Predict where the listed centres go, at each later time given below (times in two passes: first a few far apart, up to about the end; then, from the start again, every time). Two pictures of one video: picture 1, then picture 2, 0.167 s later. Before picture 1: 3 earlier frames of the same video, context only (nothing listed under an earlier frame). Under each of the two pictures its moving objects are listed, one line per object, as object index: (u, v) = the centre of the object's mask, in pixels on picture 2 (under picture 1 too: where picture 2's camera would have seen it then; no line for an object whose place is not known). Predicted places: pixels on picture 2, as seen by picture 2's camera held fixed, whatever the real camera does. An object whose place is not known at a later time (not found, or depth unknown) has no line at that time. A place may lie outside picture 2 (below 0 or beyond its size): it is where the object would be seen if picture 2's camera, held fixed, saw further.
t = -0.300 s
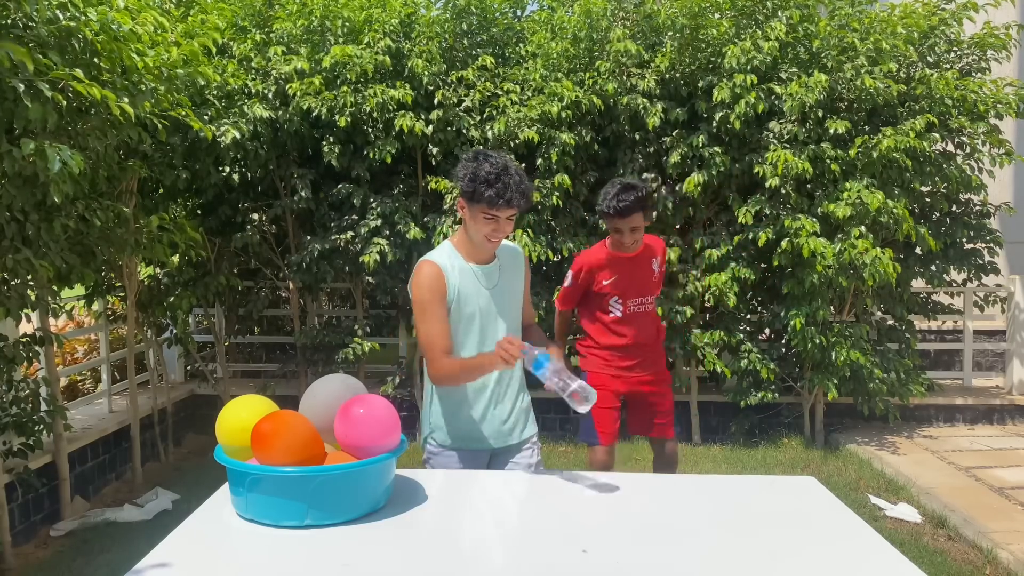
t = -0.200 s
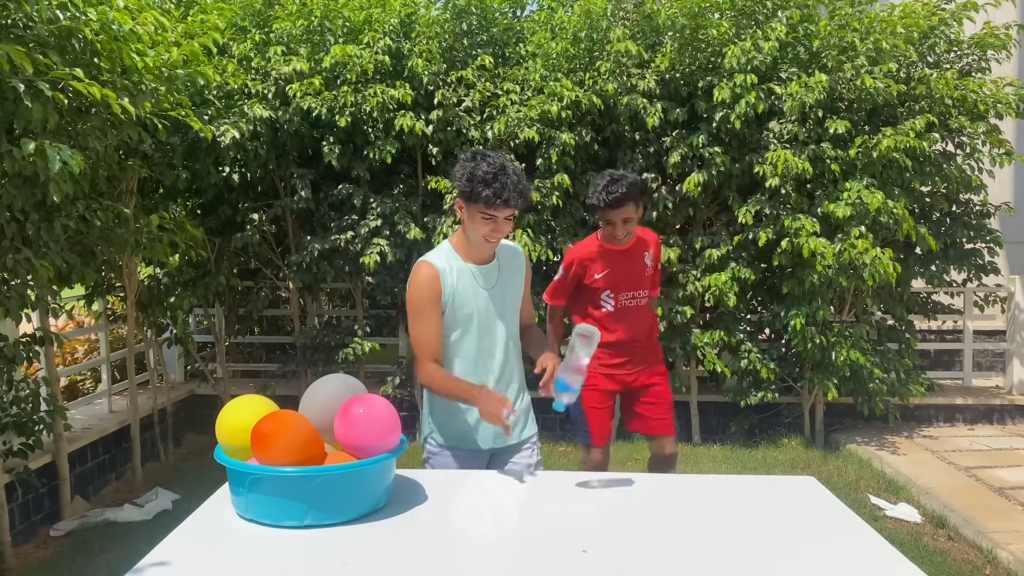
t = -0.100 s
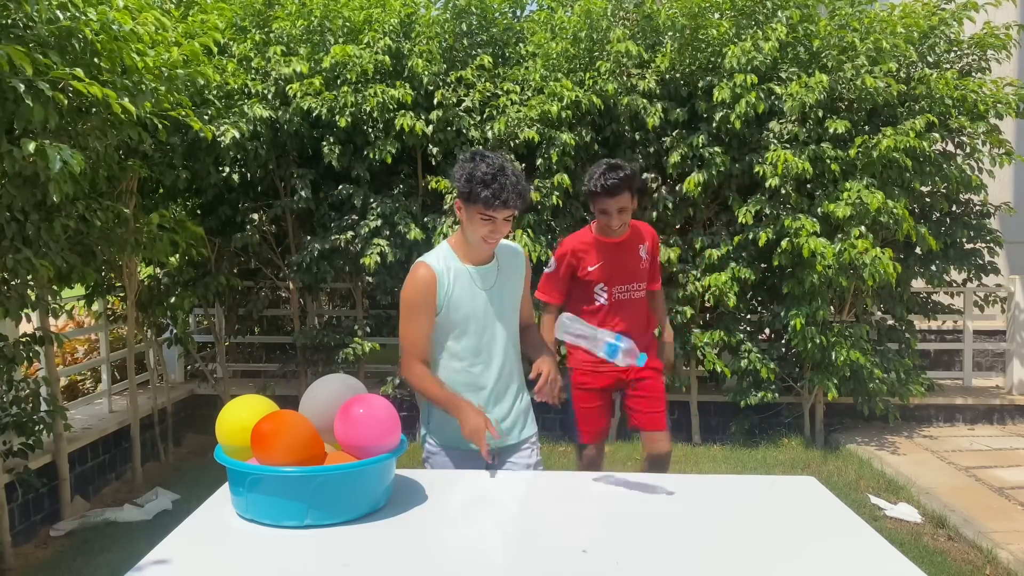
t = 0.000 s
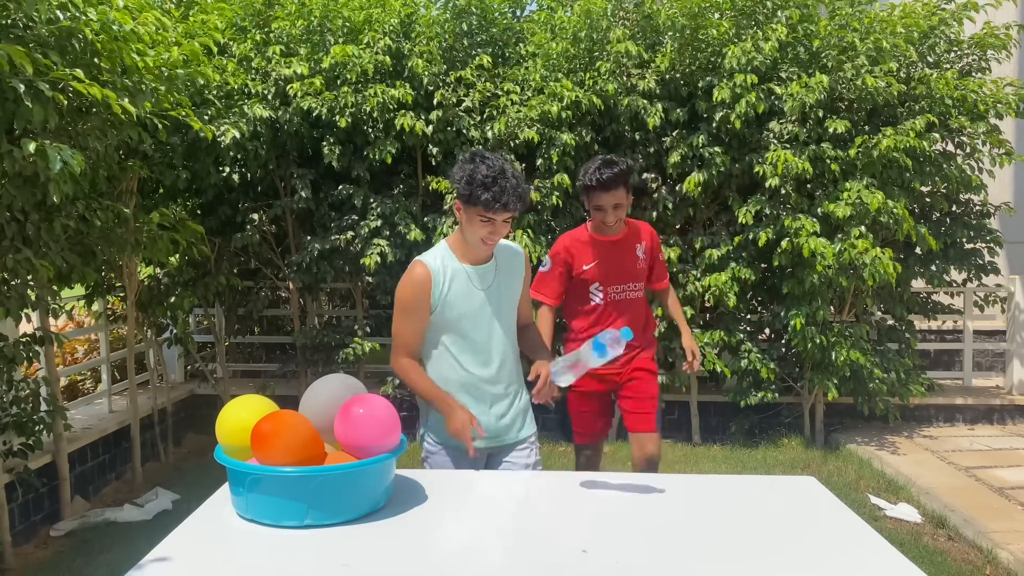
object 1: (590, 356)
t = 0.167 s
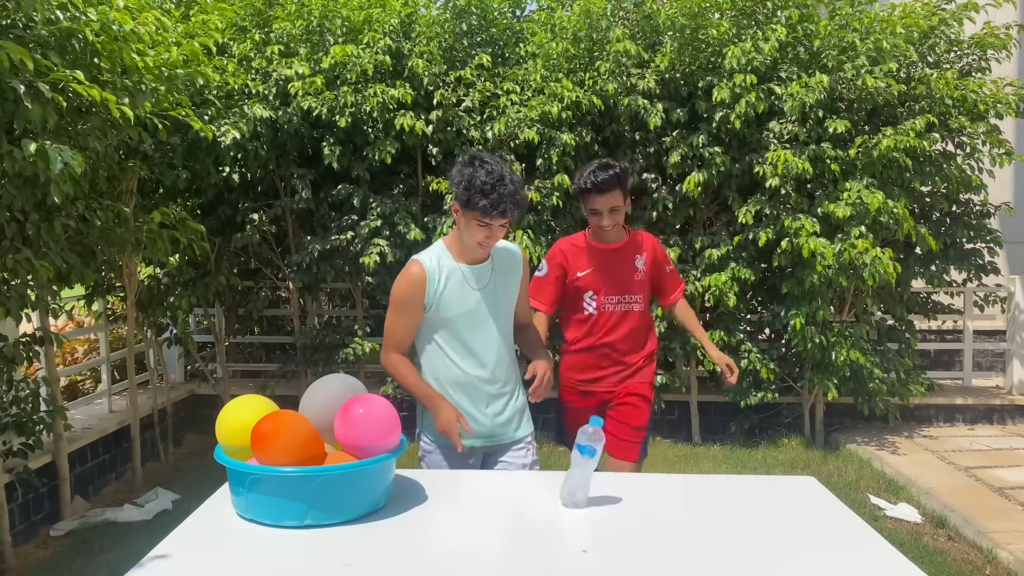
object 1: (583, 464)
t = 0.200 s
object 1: (581, 463)
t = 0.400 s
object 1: (576, 460)
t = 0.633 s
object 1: (576, 461)
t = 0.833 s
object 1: (576, 461)
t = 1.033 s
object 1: (576, 461)
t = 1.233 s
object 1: (576, 461)
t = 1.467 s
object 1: (576, 462)
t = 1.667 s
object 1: (576, 461)
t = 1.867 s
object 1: (577, 461)
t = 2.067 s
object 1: (576, 461)
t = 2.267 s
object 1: (576, 461)
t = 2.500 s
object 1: (577, 462)
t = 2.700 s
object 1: (577, 462)
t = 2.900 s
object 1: (577, 462)
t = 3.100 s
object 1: (577, 462)
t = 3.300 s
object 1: (577, 461)
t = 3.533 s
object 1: (577, 461)
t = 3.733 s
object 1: (577, 461)
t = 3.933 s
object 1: (577, 461)
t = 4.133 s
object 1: (577, 461)
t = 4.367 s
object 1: (577, 462)
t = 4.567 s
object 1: (577, 461)
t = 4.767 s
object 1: (577, 462)
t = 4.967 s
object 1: (576, 461)
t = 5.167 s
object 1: (577, 462)
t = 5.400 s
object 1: (576, 461)
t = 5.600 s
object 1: (576, 462)
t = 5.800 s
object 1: (576, 461)
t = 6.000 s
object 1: (576, 461)
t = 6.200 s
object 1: (576, 461)
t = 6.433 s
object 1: (576, 461)
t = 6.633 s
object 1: (577, 462)
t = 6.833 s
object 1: (577, 462)
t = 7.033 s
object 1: (577, 462)
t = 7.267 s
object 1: (576, 461)
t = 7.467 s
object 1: (576, 461)
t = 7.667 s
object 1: (576, 461)
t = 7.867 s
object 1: (576, 461)
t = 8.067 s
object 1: (576, 461)
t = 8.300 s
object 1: (576, 461)
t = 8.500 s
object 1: (577, 461)
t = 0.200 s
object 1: (581, 463)
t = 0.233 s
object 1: (578, 462)
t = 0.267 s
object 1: (576, 461)
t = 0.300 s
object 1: (574, 461)
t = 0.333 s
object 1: (573, 460)
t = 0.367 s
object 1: (573, 460)
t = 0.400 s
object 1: (576, 460)
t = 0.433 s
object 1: (576, 461)
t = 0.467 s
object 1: (575, 461)
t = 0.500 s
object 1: (576, 461)
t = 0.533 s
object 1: (576, 461)
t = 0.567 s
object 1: (576, 461)
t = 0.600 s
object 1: (576, 461)
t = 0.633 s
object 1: (576, 461)
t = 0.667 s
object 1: (576, 461)
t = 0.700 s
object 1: (576, 461)
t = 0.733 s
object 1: (576, 461)
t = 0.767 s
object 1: (576, 461)
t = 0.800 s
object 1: (576, 461)
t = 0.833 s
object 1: (576, 461)
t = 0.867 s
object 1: (576, 461)
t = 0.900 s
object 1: (576, 461)
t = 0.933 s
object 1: (576, 461)
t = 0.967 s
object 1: (576, 461)
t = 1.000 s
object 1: (576, 461)
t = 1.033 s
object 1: (576, 461)
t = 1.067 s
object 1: (576, 461)
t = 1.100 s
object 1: (576, 461)
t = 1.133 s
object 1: (576, 461)
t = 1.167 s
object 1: (576, 461)
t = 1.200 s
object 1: (576, 461)
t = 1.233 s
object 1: (576, 461)
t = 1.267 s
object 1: (576, 461)
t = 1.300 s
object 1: (576, 461)
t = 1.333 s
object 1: (576, 461)
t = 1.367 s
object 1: (576, 461)
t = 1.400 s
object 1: (576, 462)
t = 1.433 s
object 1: (576, 461)
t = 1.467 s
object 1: (576, 462)
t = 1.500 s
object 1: (576, 462)
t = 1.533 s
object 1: (576, 462)
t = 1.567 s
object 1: (576, 461)
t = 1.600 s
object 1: (576, 461)
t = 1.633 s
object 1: (576, 461)
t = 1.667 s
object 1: (576, 461)
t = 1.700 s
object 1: (576, 461)
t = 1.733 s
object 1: (577, 461)
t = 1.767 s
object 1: (576, 461)
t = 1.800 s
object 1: (576, 461)
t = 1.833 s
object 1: (576, 461)
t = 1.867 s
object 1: (577, 461)
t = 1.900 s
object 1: (576, 461)
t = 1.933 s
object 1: (577, 461)
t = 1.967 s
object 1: (576, 462)
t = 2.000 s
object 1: (576, 462)
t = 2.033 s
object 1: (576, 461)
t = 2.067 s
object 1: (576, 461)
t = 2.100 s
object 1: (576, 461)
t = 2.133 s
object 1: (576, 461)
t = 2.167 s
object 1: (576, 461)
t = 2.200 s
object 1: (577, 461)
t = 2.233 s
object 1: (576, 461)
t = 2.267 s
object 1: (576, 461)
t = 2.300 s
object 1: (577, 461)
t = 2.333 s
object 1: (577, 461)
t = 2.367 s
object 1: (577, 461)
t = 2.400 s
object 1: (577, 462)
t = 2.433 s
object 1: (577, 461)
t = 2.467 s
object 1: (577, 462)
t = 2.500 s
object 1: (577, 462)
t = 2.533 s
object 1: (577, 462)
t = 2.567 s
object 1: (577, 462)
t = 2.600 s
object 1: (577, 462)
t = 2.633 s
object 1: (577, 462)
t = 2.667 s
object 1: (577, 462)
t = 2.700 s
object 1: (577, 462)
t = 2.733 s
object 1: (577, 462)
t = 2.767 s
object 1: (577, 462)
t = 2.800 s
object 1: (577, 462)
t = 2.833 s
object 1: (577, 462)
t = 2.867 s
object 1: (577, 462)
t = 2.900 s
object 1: (577, 462)
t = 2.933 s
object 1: (577, 462)
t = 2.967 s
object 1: (576, 462)
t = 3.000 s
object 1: (576, 462)
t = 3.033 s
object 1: (576, 462)
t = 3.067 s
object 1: (576, 462)
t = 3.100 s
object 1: (577, 462)
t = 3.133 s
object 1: (577, 462)
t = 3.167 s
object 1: (577, 462)
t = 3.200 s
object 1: (577, 461)
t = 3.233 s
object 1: (577, 461)
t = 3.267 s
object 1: (576, 461)
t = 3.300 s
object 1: (577, 461)
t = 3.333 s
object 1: (577, 461)
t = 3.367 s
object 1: (577, 461)
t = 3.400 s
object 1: (577, 461)
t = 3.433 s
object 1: (577, 461)
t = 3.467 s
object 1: (577, 461)
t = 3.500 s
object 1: (577, 461)
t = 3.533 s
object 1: (577, 461)
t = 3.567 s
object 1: (576, 461)
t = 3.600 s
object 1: (577, 461)
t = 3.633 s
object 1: (577, 461)
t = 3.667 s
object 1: (577, 461)
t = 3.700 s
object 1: (577, 461)
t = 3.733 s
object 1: (577, 461)
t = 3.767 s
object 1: (577, 461)
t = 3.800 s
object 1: (577, 461)
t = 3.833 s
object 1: (577, 462)
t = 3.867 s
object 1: (577, 462)
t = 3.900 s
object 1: (577, 462)
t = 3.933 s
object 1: (577, 461)
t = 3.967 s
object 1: (577, 461)
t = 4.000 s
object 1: (577, 461)
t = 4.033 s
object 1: (577, 461)
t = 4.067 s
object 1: (577, 461)
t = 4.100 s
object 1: (577, 461)
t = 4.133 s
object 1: (577, 461)
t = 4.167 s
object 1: (576, 461)
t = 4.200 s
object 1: (577, 462)
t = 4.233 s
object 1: (577, 462)
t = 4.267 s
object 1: (577, 462)
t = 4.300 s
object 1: (577, 461)
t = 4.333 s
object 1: (577, 462)
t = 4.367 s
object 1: (577, 462)
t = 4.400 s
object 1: (577, 462)
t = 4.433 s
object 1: (577, 462)
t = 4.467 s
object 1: (577, 461)
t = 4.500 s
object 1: (577, 461)
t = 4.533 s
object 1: (577, 461)
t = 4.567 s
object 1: (577, 461)
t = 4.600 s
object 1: (577, 461)
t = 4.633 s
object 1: (576, 461)
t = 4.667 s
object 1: (576, 462)
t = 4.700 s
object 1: (577, 462)
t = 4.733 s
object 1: (577, 462)
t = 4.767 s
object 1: (577, 462)
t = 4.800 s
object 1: (577, 462)
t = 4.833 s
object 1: (577, 462)
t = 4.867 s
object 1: (577, 462)
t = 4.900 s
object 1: (577, 462)
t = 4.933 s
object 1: (576, 462)
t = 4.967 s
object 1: (576, 461)
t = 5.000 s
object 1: (576, 461)
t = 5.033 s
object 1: (576, 461)
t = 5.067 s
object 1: (576, 461)
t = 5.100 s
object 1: (576, 461)
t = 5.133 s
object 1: (577, 462)
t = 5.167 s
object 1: (577, 462)
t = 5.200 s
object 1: (576, 462)
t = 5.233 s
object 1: (577, 462)
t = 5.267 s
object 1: (576, 462)
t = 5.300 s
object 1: (576, 461)
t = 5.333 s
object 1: (576, 461)
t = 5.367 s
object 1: (576, 461)
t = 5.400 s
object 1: (576, 461)
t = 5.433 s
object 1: (576, 462)
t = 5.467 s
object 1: (577, 461)
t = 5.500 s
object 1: (577, 461)
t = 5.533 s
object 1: (577, 461)
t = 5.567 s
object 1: (577, 461)
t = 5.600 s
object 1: (576, 462)
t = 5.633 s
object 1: (576, 461)
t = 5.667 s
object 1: (576, 461)
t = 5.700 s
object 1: (576, 461)
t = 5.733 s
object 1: (576, 461)
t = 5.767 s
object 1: (576, 461)
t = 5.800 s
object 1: (576, 461)
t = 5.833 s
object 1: (576, 461)
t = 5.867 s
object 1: (576, 461)
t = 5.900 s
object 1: (576, 461)
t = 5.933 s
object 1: (576, 461)
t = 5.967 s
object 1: (576, 461)
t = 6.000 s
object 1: (576, 461)
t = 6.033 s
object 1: (576, 461)
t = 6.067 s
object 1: (576, 461)
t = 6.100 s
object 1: (576, 461)
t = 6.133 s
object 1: (576, 461)
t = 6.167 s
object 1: (576, 461)
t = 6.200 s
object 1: (576, 461)
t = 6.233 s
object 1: (576, 461)
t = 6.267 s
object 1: (576, 461)
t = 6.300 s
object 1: (576, 461)
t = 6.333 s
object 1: (576, 461)
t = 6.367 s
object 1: (576, 461)
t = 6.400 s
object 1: (576, 461)
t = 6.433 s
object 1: (576, 461)
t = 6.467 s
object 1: (577, 461)
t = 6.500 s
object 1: (577, 461)
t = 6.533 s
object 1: (576, 461)
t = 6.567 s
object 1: (577, 462)
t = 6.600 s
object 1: (577, 462)
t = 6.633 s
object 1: (577, 462)
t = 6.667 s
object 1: (577, 462)
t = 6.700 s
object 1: (577, 462)
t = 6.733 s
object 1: (577, 462)
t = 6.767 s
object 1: (577, 462)
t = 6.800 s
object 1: (577, 462)
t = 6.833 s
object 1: (577, 462)
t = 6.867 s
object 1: (577, 462)
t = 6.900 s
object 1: (577, 462)
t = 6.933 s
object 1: (577, 462)
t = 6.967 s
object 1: (577, 462)
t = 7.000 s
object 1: (577, 462)
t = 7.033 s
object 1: (577, 462)
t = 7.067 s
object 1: (577, 462)
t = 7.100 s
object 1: (577, 461)
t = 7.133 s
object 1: (576, 461)
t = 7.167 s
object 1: (576, 461)
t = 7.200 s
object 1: (576, 461)
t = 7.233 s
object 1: (576, 461)
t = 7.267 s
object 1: (576, 461)
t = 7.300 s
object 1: (576, 461)
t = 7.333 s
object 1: (577, 461)
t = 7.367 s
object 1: (577, 461)
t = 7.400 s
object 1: (576, 462)
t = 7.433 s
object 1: (576, 461)
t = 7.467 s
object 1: (576, 461)
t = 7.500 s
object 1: (576, 461)
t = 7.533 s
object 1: (576, 461)
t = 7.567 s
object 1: (576, 461)
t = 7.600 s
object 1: (576, 461)
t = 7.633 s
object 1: (576, 461)
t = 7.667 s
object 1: (576, 461)
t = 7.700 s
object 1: (576, 461)
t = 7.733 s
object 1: (576, 461)
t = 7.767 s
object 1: (576, 461)
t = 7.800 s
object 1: (576, 461)
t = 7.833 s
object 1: (576, 461)
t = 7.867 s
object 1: (576, 461)
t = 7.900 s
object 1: (576, 461)
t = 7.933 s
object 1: (576, 461)
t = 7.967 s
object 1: (576, 461)
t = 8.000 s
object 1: (576, 461)
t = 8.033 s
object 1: (576, 461)
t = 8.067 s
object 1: (576, 461)
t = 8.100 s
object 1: (576, 461)
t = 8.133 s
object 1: (576, 461)
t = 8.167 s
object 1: (576, 461)
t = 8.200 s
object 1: (576, 461)
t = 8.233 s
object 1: (576, 461)
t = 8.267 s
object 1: (576, 461)
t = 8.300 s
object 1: (576, 461)
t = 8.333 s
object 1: (576, 461)
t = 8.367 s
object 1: (576, 461)
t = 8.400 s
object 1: (576, 461)
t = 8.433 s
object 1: (577, 461)
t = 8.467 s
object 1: (577, 461)
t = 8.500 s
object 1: (577, 461)
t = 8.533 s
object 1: (577, 461)
